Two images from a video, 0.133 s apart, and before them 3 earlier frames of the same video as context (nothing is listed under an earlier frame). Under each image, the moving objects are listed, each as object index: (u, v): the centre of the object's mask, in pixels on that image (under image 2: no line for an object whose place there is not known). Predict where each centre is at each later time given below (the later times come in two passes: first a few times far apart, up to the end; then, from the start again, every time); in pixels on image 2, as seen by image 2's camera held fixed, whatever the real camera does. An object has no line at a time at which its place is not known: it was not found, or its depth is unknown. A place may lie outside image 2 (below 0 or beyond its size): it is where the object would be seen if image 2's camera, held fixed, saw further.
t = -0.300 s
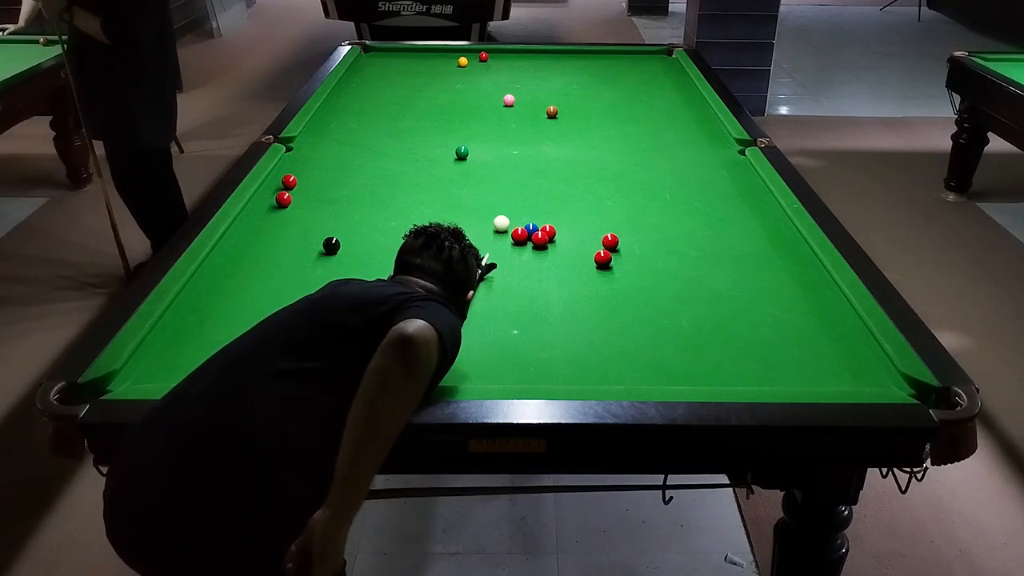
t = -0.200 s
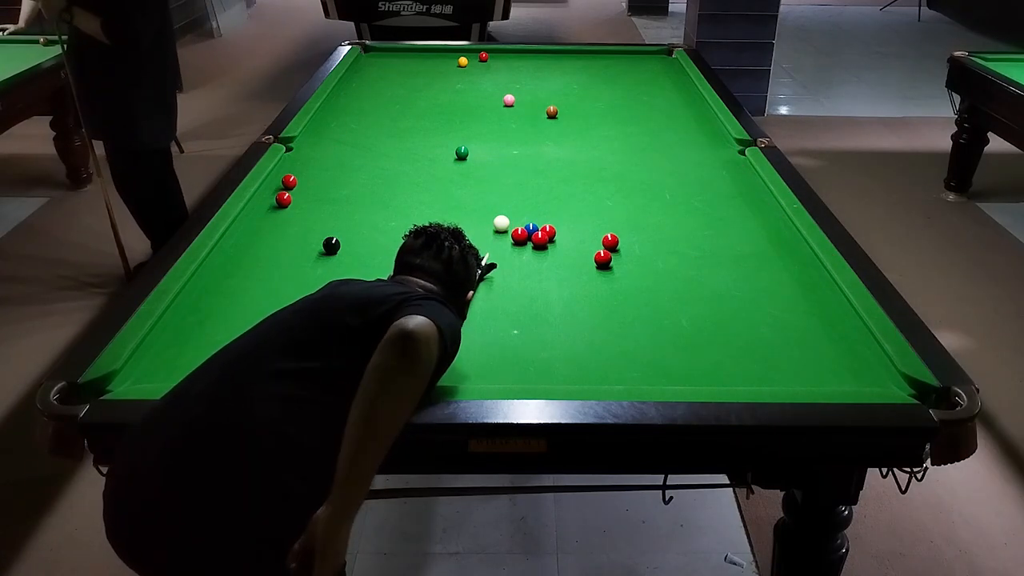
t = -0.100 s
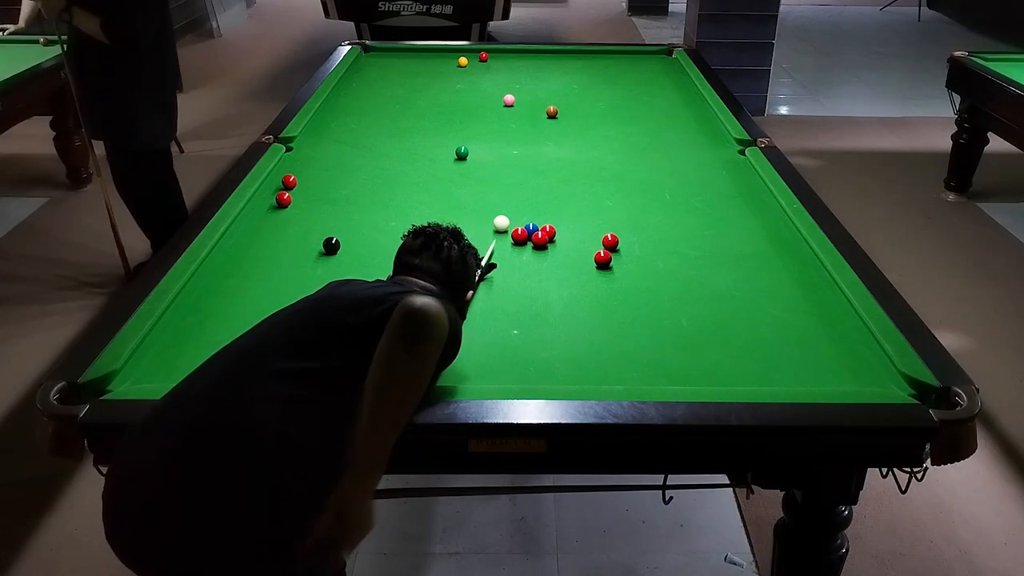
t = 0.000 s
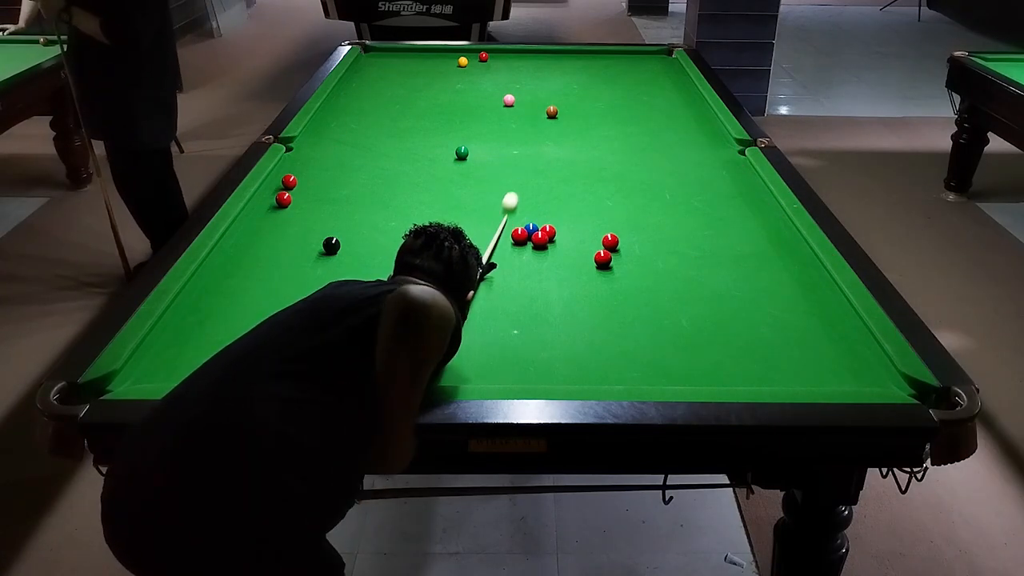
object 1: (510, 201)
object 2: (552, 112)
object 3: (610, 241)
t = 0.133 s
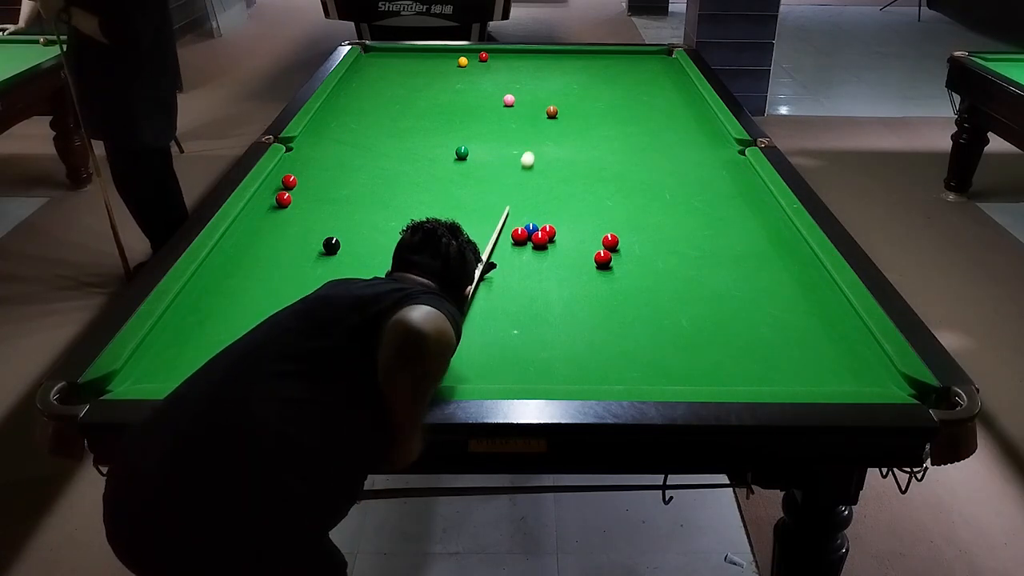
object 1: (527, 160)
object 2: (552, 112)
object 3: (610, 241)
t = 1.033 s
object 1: (478, 97)
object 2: (637, 60)
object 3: (610, 241)
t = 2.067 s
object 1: (403, 77)
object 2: (669, 85)
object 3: (610, 241)
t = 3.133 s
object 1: (360, 63)
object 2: (650, 129)
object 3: (610, 242)
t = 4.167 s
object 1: (383, 59)
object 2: (628, 178)
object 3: (610, 241)
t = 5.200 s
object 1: (388, 59)
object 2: (600, 230)
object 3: (610, 241)
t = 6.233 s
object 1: (388, 58)
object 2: (546, 267)
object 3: (625, 250)
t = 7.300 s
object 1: (388, 58)
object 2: (498, 292)
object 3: (626, 251)
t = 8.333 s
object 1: (388, 58)
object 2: (477, 302)
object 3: (626, 251)
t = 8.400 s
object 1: (388, 58)
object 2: (477, 302)
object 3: (626, 251)
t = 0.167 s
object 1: (531, 151)
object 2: (552, 112)
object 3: (610, 241)
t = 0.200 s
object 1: (534, 143)
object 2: (552, 112)
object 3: (610, 241)
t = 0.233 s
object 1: (537, 136)
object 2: (552, 112)
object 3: (610, 242)
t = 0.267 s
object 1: (540, 129)
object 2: (552, 112)
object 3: (610, 241)
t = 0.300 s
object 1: (542, 123)
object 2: (552, 112)
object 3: (610, 242)
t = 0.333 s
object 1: (545, 117)
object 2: (553, 111)
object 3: (610, 241)
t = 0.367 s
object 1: (544, 114)
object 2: (555, 110)
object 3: (610, 242)
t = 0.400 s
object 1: (539, 113)
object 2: (561, 106)
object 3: (610, 241)
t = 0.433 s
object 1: (535, 112)
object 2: (567, 103)
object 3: (610, 241)
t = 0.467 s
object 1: (532, 111)
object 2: (573, 99)
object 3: (610, 241)
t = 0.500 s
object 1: (528, 110)
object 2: (578, 96)
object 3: (610, 241)
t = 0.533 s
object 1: (525, 110)
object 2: (583, 93)
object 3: (610, 242)
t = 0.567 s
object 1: (521, 109)
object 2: (588, 90)
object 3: (610, 241)
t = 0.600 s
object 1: (518, 108)
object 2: (592, 88)
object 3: (610, 241)
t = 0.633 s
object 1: (515, 107)
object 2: (596, 85)
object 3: (610, 241)
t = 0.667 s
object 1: (511, 106)
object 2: (600, 83)
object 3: (610, 241)
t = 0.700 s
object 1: (508, 105)
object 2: (603, 81)
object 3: (610, 241)
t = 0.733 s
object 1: (505, 104)
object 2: (607, 78)
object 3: (610, 241)
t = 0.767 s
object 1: (502, 103)
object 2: (611, 76)
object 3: (610, 241)
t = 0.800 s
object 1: (499, 103)
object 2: (614, 74)
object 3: (610, 241)
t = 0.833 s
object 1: (495, 102)
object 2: (618, 72)
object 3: (610, 241)
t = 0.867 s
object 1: (492, 101)
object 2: (621, 70)
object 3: (610, 241)
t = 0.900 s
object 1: (489, 100)
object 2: (624, 68)
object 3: (610, 241)
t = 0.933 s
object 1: (486, 99)
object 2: (627, 66)
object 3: (610, 241)
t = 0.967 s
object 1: (483, 98)
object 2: (631, 64)
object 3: (610, 241)
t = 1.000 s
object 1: (480, 97)
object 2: (634, 62)
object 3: (610, 241)
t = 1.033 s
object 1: (478, 97)
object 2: (637, 60)
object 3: (610, 241)
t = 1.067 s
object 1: (475, 96)
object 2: (640, 58)
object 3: (610, 241)
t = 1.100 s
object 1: (472, 95)
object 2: (643, 56)
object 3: (610, 241)
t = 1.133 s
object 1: (469, 94)
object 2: (645, 55)
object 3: (610, 242)
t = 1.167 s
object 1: (466, 94)
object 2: (648, 53)
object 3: (610, 241)
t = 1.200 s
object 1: (463, 93)
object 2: (651, 52)
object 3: (610, 241)
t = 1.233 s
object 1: (461, 92)
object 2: (653, 53)
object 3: (610, 241)
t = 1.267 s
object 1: (458, 91)
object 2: (657, 55)
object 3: (610, 241)
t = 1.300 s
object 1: (456, 91)
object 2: (659, 56)
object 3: (610, 241)
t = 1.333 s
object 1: (453, 90)
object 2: (662, 58)
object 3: (610, 241)
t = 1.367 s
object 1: (450, 89)
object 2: (665, 59)
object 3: (610, 241)
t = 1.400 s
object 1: (448, 89)
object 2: (668, 60)
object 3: (610, 242)
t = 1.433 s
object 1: (445, 88)
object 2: (670, 61)
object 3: (610, 241)
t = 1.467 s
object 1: (443, 87)
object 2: (673, 63)
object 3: (610, 242)
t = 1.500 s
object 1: (440, 87)
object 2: (676, 64)
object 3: (610, 241)
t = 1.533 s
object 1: (438, 86)
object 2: (676, 65)
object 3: (610, 241)
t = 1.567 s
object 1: (435, 85)
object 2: (675, 66)
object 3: (610, 241)
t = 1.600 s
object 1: (433, 85)
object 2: (675, 67)
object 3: (610, 241)
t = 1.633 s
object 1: (431, 84)
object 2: (675, 69)
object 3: (610, 241)
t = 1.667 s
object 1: (428, 84)
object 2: (674, 70)
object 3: (610, 241)
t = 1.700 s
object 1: (426, 83)
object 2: (674, 71)
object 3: (610, 242)
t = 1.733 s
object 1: (424, 82)
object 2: (673, 72)
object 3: (610, 241)
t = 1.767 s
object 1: (422, 82)
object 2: (673, 73)
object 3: (610, 242)
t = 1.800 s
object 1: (419, 81)
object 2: (673, 75)
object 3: (610, 241)
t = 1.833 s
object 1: (417, 81)
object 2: (672, 76)
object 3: (610, 242)
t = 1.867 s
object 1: (415, 80)
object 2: (672, 77)
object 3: (610, 241)
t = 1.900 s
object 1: (413, 79)
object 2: (671, 78)
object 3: (610, 242)
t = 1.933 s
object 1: (411, 79)
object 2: (671, 79)
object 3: (610, 241)
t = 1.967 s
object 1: (409, 78)
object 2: (670, 81)
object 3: (610, 241)
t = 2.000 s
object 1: (407, 78)
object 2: (670, 82)
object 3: (610, 242)
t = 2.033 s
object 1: (405, 77)
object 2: (670, 83)
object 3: (610, 241)
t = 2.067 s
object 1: (403, 77)
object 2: (669, 85)
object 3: (610, 241)
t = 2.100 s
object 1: (401, 76)
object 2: (668, 86)
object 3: (610, 241)
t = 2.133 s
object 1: (399, 76)
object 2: (668, 87)
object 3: (610, 242)
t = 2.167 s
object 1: (397, 75)
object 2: (667, 88)
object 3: (610, 242)
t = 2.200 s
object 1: (395, 75)
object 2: (667, 89)
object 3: (610, 241)
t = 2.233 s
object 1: (393, 74)
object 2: (666, 91)
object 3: (610, 241)
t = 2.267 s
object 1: (391, 74)
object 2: (666, 92)
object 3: (610, 242)
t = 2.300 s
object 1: (389, 73)
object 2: (665, 94)
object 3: (610, 242)
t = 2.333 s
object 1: (387, 73)
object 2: (665, 95)
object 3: (610, 242)
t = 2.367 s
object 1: (386, 72)
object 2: (664, 96)
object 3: (610, 242)
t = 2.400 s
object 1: (384, 72)
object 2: (664, 98)
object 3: (610, 242)
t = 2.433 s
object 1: (382, 71)
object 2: (663, 99)
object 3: (610, 242)
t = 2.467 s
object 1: (379, 71)
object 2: (663, 100)
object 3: (610, 242)
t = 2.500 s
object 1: (379, 70)
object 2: (662, 101)
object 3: (610, 241)
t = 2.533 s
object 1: (378, 69)
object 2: (661, 103)
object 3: (610, 242)
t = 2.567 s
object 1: (375, 70)
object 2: (661, 104)
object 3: (610, 242)
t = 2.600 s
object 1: (374, 69)
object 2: (660, 105)
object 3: (610, 242)
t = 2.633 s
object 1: (372, 69)
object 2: (660, 107)
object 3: (610, 241)
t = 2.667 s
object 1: (370, 68)
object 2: (659, 108)
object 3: (610, 242)
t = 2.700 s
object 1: (369, 68)
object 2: (659, 109)
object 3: (610, 242)
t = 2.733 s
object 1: (367, 68)
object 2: (658, 111)
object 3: (610, 242)
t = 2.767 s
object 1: (366, 67)
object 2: (657, 112)
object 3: (610, 242)
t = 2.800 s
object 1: (364, 67)
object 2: (657, 113)
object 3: (610, 242)
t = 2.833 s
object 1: (362, 66)
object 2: (656, 115)
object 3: (610, 242)
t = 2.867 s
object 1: (361, 66)
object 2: (656, 116)
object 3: (610, 242)
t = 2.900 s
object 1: (359, 66)
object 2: (655, 118)
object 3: (610, 242)
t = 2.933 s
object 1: (357, 65)
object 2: (654, 121)
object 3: (610, 242)
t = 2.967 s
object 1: (355, 65)
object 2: (653, 122)
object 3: (610, 241)
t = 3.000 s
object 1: (355, 65)
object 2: (653, 124)
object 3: (610, 241)
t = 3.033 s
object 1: (357, 64)
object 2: (652, 125)
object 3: (610, 242)
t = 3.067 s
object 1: (358, 64)
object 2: (652, 127)
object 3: (610, 242)
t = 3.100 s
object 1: (359, 64)
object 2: (651, 128)
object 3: (610, 242)
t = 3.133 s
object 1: (360, 63)
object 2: (650, 129)
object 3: (610, 242)
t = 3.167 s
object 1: (361, 63)
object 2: (650, 131)
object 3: (610, 242)
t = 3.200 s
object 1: (362, 63)
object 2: (649, 132)
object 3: (610, 242)
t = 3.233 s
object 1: (363, 63)
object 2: (648, 134)
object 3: (610, 242)
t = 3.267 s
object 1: (364, 63)
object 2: (648, 136)
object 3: (610, 242)
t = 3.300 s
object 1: (365, 63)
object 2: (647, 137)
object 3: (610, 242)
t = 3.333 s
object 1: (366, 63)
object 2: (646, 138)
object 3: (610, 242)
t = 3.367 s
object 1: (367, 63)
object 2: (646, 140)
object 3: (610, 242)
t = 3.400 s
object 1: (368, 62)
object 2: (645, 142)
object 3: (610, 242)
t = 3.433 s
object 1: (369, 62)
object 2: (645, 143)
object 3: (610, 242)
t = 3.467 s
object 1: (370, 62)
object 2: (644, 145)
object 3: (610, 242)
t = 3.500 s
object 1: (371, 62)
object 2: (643, 146)
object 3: (610, 242)
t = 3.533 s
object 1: (371, 61)
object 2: (642, 148)
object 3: (610, 242)
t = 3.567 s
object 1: (372, 61)
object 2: (642, 149)
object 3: (610, 242)
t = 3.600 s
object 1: (373, 61)
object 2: (641, 151)
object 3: (610, 242)
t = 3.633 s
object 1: (374, 61)
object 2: (640, 152)
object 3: (610, 242)
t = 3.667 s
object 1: (374, 61)
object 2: (640, 154)
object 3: (610, 242)
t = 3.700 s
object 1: (375, 61)
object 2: (639, 156)
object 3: (610, 242)
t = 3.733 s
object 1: (376, 61)
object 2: (638, 157)
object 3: (610, 242)
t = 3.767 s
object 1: (377, 61)
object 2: (637, 159)
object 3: (610, 242)
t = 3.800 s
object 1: (377, 60)
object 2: (637, 160)
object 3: (610, 242)
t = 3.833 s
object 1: (378, 60)
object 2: (636, 162)
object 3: (610, 241)
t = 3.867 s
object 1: (379, 60)
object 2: (635, 163)
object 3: (610, 242)
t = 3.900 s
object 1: (379, 60)
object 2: (634, 165)
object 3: (610, 242)
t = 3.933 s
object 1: (380, 60)
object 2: (634, 167)
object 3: (610, 242)
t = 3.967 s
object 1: (380, 60)
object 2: (633, 168)
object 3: (610, 242)
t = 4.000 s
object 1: (381, 60)
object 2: (632, 170)
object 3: (610, 241)
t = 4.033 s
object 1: (382, 60)
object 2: (631, 172)
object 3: (610, 242)
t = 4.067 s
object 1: (382, 60)
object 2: (631, 173)
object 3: (610, 242)
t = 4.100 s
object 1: (383, 59)
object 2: (630, 175)
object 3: (610, 242)
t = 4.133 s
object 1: (383, 59)
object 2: (629, 177)
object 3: (610, 241)
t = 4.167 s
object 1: (383, 59)
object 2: (628, 178)
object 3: (610, 241)
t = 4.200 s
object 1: (384, 59)
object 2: (627, 180)
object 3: (610, 242)
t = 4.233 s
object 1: (384, 59)
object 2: (626, 181)
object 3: (610, 241)
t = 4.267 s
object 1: (385, 59)
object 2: (625, 183)
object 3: (610, 241)
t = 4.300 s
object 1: (385, 59)
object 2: (625, 185)
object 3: (610, 241)
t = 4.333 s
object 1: (385, 59)
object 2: (624, 187)
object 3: (610, 241)
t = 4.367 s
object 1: (386, 59)
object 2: (623, 188)
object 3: (610, 241)
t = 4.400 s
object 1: (386, 59)
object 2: (622, 190)
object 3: (610, 241)
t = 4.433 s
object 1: (386, 59)
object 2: (622, 192)
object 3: (610, 241)
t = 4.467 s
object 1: (387, 59)
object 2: (621, 193)
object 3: (610, 241)
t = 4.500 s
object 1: (387, 59)
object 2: (620, 195)
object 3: (610, 241)
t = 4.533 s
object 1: (387, 59)
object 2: (619, 196)
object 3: (610, 241)
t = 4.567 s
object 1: (387, 59)
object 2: (618, 198)
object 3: (610, 241)
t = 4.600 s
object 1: (387, 59)
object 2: (618, 200)
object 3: (610, 241)
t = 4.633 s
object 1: (387, 59)
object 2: (616, 202)
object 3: (610, 241)
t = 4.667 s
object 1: (388, 59)
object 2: (616, 203)
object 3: (610, 241)
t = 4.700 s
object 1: (388, 59)
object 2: (615, 205)
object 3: (610, 242)
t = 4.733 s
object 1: (388, 59)
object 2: (614, 207)
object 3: (610, 242)
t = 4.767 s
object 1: (388, 59)
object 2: (613, 209)
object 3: (610, 242)
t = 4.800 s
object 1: (388, 59)
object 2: (612, 210)
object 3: (610, 241)
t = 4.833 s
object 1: (388, 59)
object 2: (611, 212)
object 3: (610, 241)
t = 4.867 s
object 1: (388, 58)
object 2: (610, 213)
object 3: (610, 241)
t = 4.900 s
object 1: (388, 58)
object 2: (609, 215)
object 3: (610, 242)
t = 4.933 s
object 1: (388, 58)
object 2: (608, 217)
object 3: (610, 242)
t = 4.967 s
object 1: (388, 58)
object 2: (607, 219)
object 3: (610, 241)
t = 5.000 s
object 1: (388, 58)
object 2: (606, 220)
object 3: (610, 241)
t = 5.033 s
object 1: (388, 58)
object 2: (606, 222)
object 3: (610, 241)
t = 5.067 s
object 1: (388, 58)
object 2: (605, 224)
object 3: (610, 242)
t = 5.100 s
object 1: (388, 59)
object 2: (603, 225)
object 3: (610, 242)
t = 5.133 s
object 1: (388, 59)
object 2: (603, 226)
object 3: (610, 242)
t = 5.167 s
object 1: (388, 59)
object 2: (602, 228)
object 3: (610, 242)
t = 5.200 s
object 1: (388, 59)
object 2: (600, 230)
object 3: (610, 241)
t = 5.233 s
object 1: (388, 59)
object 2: (599, 232)
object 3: (610, 241)
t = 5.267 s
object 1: (388, 59)
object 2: (598, 233)
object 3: (610, 241)
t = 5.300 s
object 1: (388, 59)
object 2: (597, 235)
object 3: (610, 241)
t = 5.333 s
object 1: (388, 59)
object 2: (596, 237)
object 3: (610, 242)
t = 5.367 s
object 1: (388, 59)
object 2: (595, 239)
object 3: (611, 242)
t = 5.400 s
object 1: (388, 59)
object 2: (593, 240)
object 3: (612, 242)
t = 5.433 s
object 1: (388, 59)
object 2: (591, 241)
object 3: (613, 243)
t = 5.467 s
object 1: (388, 59)
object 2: (589, 242)
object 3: (614, 243)
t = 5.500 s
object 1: (388, 59)
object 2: (587, 243)
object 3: (615, 244)
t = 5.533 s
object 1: (388, 58)
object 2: (585, 245)
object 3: (615, 244)
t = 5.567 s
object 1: (388, 58)
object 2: (583, 246)
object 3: (616, 245)
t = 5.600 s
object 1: (388, 59)
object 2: (581, 247)
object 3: (617, 245)
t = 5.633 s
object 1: (388, 58)
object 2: (579, 248)
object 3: (617, 246)
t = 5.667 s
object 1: (388, 59)
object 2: (577, 249)
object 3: (618, 246)
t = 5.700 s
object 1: (388, 58)
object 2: (575, 250)
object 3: (619, 246)
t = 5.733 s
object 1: (388, 58)
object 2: (573, 251)
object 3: (619, 247)
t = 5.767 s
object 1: (388, 58)
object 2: (571, 253)
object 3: (620, 247)
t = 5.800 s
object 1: (388, 58)
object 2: (569, 254)
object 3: (621, 247)
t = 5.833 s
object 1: (388, 58)
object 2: (567, 255)
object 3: (621, 248)
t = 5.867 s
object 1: (388, 58)
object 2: (566, 256)
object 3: (621, 248)
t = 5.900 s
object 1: (388, 58)
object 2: (564, 257)
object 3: (622, 248)
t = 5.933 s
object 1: (388, 58)
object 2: (562, 258)
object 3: (622, 248)
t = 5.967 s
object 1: (388, 58)
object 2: (560, 259)
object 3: (623, 248)
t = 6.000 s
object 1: (388, 58)
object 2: (558, 260)
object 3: (623, 249)
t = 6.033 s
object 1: (388, 58)
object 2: (556, 261)
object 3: (623, 249)
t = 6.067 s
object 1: (388, 58)
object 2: (555, 262)
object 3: (624, 249)
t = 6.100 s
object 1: (388, 58)
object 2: (553, 263)
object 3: (624, 249)
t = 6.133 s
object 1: (388, 58)
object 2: (551, 264)
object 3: (624, 250)
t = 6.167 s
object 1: (388, 58)
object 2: (549, 265)
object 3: (624, 250)
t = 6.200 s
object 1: (388, 58)
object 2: (547, 266)
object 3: (625, 250)
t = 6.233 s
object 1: (388, 58)
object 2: (546, 267)
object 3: (625, 250)
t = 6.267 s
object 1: (388, 58)
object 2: (544, 268)
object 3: (625, 250)
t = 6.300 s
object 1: (388, 58)
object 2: (541, 269)
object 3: (625, 250)
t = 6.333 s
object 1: (388, 58)
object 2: (539, 271)
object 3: (625, 250)
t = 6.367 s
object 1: (388, 58)
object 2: (537, 271)
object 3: (626, 250)
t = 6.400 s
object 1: (388, 58)
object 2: (536, 272)
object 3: (626, 251)
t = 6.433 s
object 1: (388, 58)
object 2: (534, 273)
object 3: (626, 251)
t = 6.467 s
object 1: (388, 58)
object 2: (532, 274)
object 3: (626, 250)
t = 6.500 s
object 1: (388, 58)
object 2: (531, 275)
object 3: (626, 251)
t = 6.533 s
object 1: (388, 58)
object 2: (529, 275)
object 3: (626, 251)
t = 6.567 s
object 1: (388, 58)
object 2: (527, 276)
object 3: (626, 251)
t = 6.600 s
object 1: (388, 58)
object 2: (526, 277)
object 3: (626, 251)
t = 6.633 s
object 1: (388, 58)
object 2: (525, 278)
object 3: (626, 251)
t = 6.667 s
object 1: (388, 58)
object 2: (523, 279)
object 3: (626, 251)
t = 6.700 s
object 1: (388, 58)
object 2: (521, 280)
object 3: (626, 251)
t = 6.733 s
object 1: (388, 58)
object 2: (520, 281)
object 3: (626, 251)
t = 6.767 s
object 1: (388, 58)
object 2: (518, 281)
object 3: (626, 251)
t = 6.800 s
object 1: (388, 59)
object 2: (517, 283)
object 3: (626, 251)
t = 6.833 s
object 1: (388, 58)
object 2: (516, 283)
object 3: (626, 251)
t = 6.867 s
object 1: (388, 59)
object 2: (514, 284)
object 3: (626, 251)
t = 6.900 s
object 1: (388, 58)
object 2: (513, 285)
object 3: (626, 251)
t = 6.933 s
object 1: (388, 58)
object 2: (511, 285)
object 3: (626, 251)
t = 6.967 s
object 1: (388, 58)
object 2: (510, 286)
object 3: (626, 251)
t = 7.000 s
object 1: (388, 58)
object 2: (509, 287)
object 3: (626, 251)
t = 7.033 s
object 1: (388, 58)
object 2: (507, 287)
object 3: (626, 251)
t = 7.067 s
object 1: (388, 58)
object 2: (506, 288)
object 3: (626, 251)
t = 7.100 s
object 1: (388, 58)
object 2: (505, 289)
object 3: (626, 251)
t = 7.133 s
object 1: (388, 58)
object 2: (504, 290)
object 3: (626, 251)
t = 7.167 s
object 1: (388, 58)
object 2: (503, 290)
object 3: (626, 251)
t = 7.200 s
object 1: (388, 58)
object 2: (502, 291)
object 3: (626, 251)
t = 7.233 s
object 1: (388, 58)
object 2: (500, 291)
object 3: (626, 251)
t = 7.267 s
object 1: (388, 58)
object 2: (499, 292)
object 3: (626, 251)
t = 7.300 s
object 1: (388, 58)
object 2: (498, 292)
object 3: (626, 251)
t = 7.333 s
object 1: (388, 58)
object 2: (497, 293)
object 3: (626, 251)
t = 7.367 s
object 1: (388, 58)
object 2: (496, 294)
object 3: (626, 251)
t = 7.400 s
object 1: (388, 58)
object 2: (495, 294)
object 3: (626, 251)
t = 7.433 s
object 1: (388, 58)
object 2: (494, 295)
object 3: (626, 251)
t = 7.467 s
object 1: (388, 58)
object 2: (493, 295)
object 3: (626, 251)
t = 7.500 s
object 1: (388, 58)
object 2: (492, 296)
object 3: (626, 251)
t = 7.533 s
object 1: (388, 58)
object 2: (491, 296)
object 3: (626, 251)
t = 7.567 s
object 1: (388, 58)
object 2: (490, 296)
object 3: (626, 251)
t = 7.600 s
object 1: (388, 58)
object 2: (489, 297)
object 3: (626, 251)
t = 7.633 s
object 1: (388, 58)
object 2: (488, 297)
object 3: (626, 251)
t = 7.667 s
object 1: (388, 58)
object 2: (488, 297)
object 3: (626, 251)
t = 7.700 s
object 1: (388, 58)
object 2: (487, 298)
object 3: (626, 251)
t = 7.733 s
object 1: (388, 58)
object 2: (486, 298)
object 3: (626, 251)
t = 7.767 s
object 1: (388, 58)
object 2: (485, 299)
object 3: (626, 251)
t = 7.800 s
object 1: (388, 58)
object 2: (484, 299)
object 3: (626, 251)
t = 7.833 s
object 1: (388, 58)
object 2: (484, 299)
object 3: (626, 251)
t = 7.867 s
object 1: (388, 58)
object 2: (483, 300)
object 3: (626, 251)
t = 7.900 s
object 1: (388, 58)
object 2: (482, 300)
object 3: (626, 251)
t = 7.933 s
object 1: (388, 58)
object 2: (482, 300)
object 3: (626, 251)
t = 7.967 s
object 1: (388, 58)
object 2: (482, 300)
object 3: (626, 251)
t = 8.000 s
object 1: (388, 58)
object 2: (481, 301)
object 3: (626, 251)
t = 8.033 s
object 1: (388, 58)
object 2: (481, 301)
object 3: (626, 251)
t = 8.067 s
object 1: (388, 58)
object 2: (480, 301)
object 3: (626, 251)
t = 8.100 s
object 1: (388, 58)
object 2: (480, 301)
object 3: (626, 251)
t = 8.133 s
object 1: (388, 58)
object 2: (479, 301)
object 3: (626, 251)
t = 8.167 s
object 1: (388, 58)
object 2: (479, 301)
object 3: (626, 251)
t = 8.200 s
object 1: (388, 58)
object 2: (479, 301)
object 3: (626, 251)
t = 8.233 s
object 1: (388, 58)
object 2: (478, 302)
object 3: (626, 251)
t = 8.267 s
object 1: (388, 58)
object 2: (478, 302)
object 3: (626, 251)
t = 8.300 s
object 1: (388, 58)
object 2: (478, 302)
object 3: (626, 251)
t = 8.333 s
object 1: (388, 58)
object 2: (477, 302)
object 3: (626, 251)
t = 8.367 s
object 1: (388, 58)
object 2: (477, 302)
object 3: (626, 251)
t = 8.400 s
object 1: (388, 58)
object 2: (477, 302)
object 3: (626, 251)
